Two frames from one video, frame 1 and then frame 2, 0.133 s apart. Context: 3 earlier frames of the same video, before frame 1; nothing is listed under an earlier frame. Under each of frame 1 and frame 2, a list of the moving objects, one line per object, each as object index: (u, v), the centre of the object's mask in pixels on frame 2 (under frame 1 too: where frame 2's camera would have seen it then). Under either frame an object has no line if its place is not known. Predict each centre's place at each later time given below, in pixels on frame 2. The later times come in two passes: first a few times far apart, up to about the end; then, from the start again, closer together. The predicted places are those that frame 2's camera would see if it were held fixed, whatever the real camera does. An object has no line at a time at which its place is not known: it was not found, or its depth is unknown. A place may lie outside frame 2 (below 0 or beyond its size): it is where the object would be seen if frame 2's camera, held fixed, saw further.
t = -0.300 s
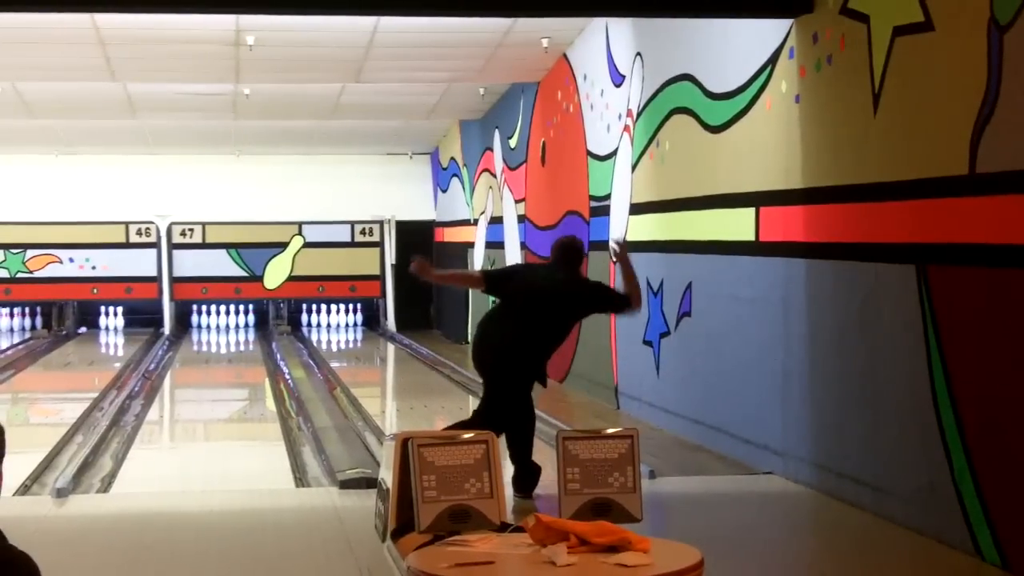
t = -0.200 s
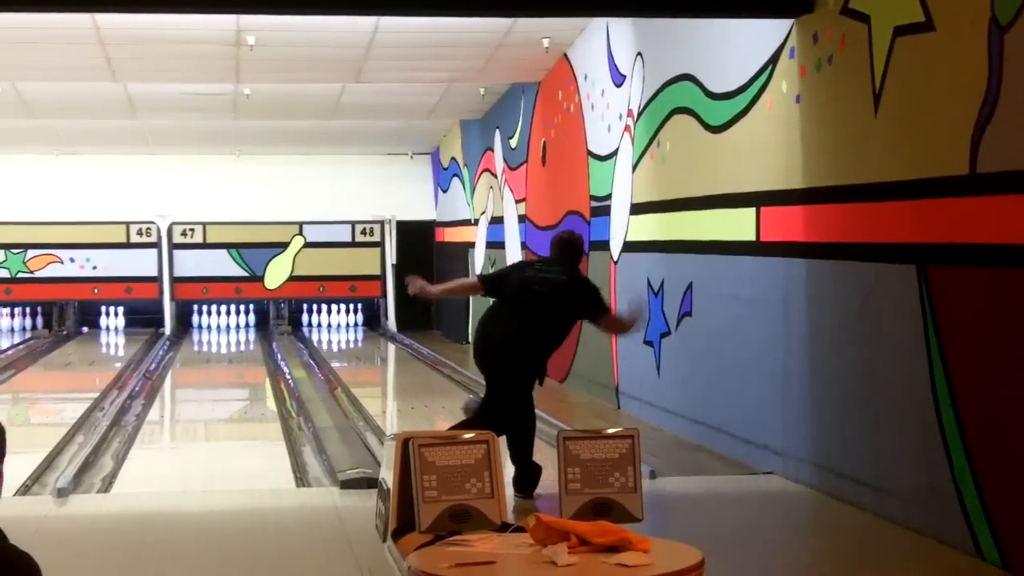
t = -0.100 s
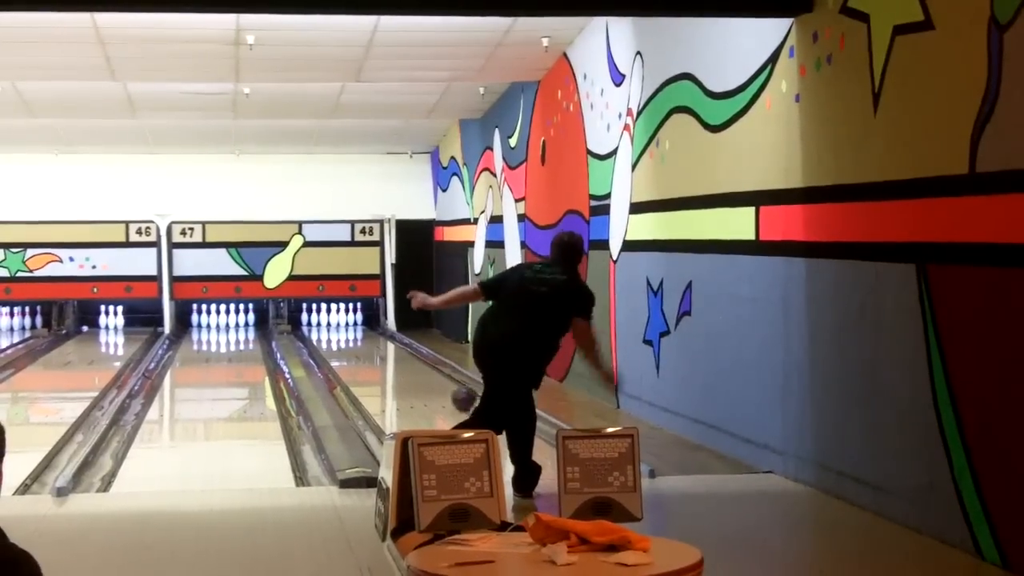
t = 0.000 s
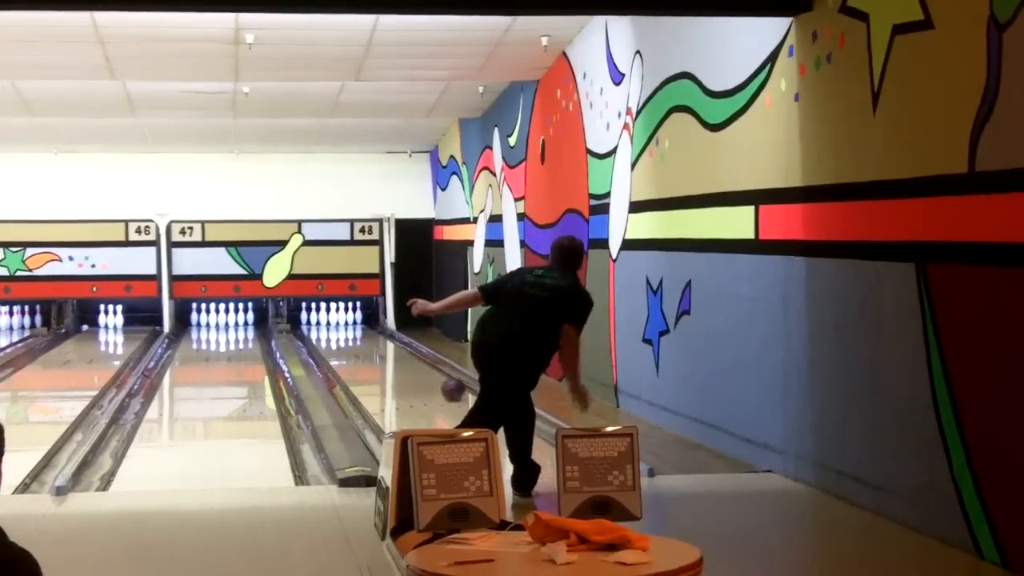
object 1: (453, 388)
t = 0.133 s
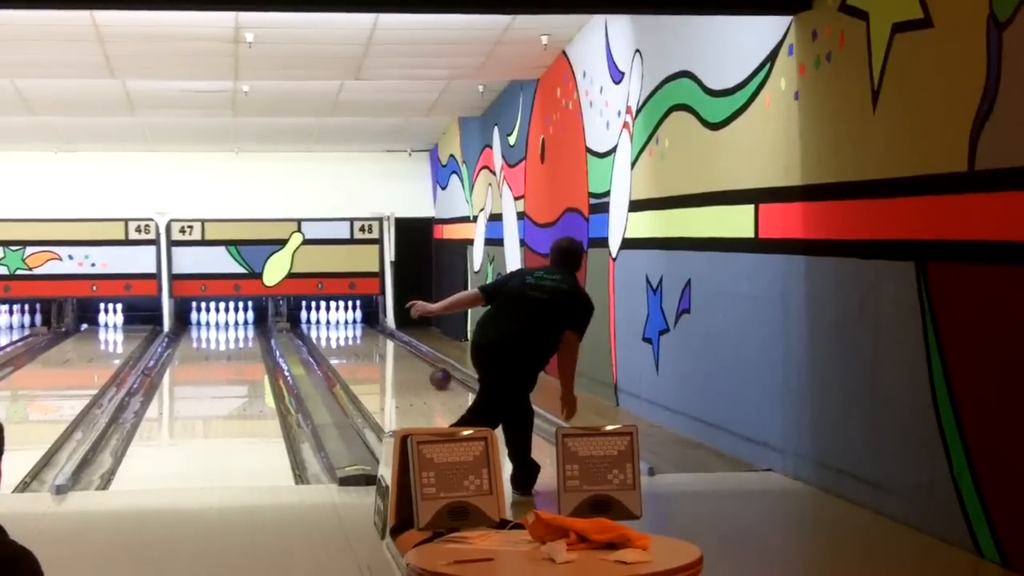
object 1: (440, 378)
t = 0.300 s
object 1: (426, 368)
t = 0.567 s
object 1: (406, 354)
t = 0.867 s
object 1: (386, 341)
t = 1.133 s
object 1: (370, 333)
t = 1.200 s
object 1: (365, 331)
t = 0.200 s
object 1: (434, 374)
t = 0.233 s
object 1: (431, 372)
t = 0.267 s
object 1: (428, 370)
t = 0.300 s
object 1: (426, 368)
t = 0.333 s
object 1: (423, 366)
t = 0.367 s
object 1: (421, 364)
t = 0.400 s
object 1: (418, 362)
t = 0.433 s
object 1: (415, 361)
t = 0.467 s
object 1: (413, 359)
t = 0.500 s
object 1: (411, 357)
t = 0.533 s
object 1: (408, 356)
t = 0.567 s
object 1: (406, 354)
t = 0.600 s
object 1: (404, 353)
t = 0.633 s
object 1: (401, 351)
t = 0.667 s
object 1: (399, 350)
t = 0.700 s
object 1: (397, 349)
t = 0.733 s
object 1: (394, 347)
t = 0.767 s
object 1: (392, 345)
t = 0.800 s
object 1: (390, 344)
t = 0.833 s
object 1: (388, 342)
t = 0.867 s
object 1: (386, 341)
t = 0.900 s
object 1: (384, 341)
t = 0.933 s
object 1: (382, 340)
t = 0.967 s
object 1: (380, 339)
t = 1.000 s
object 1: (378, 339)
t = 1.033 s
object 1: (377, 338)
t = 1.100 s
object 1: (373, 336)
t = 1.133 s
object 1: (370, 333)
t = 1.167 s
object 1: (368, 332)
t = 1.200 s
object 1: (365, 331)
